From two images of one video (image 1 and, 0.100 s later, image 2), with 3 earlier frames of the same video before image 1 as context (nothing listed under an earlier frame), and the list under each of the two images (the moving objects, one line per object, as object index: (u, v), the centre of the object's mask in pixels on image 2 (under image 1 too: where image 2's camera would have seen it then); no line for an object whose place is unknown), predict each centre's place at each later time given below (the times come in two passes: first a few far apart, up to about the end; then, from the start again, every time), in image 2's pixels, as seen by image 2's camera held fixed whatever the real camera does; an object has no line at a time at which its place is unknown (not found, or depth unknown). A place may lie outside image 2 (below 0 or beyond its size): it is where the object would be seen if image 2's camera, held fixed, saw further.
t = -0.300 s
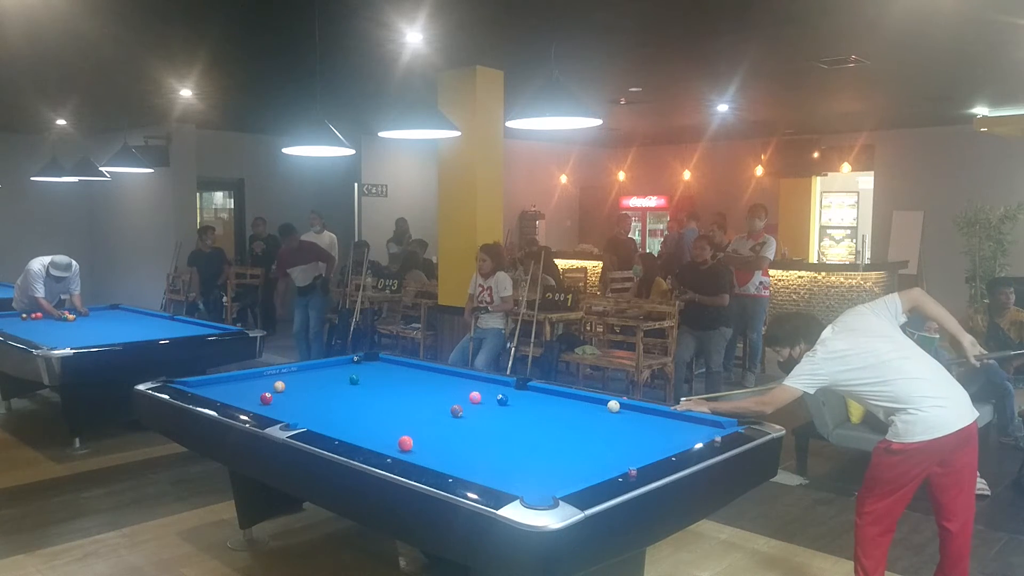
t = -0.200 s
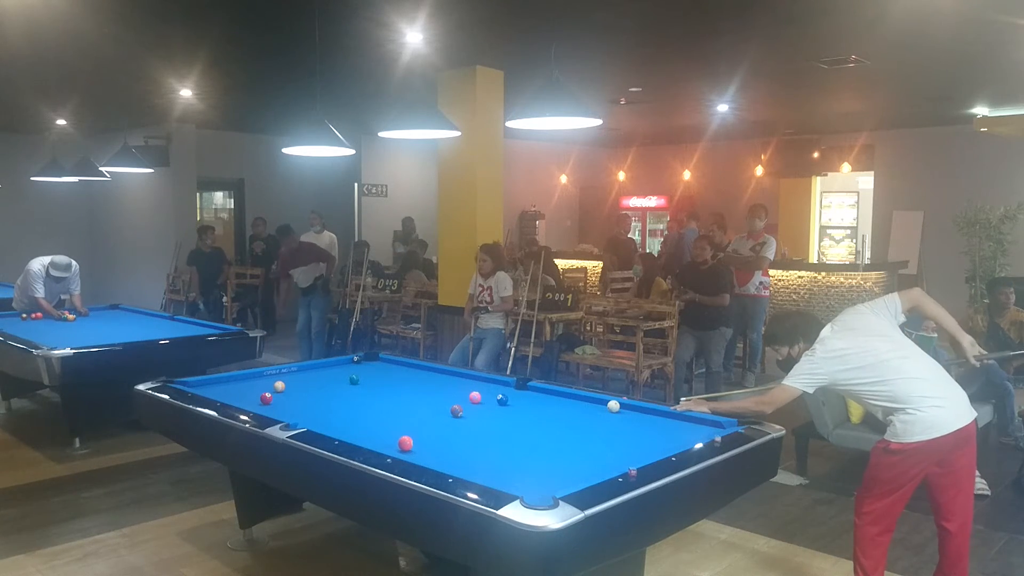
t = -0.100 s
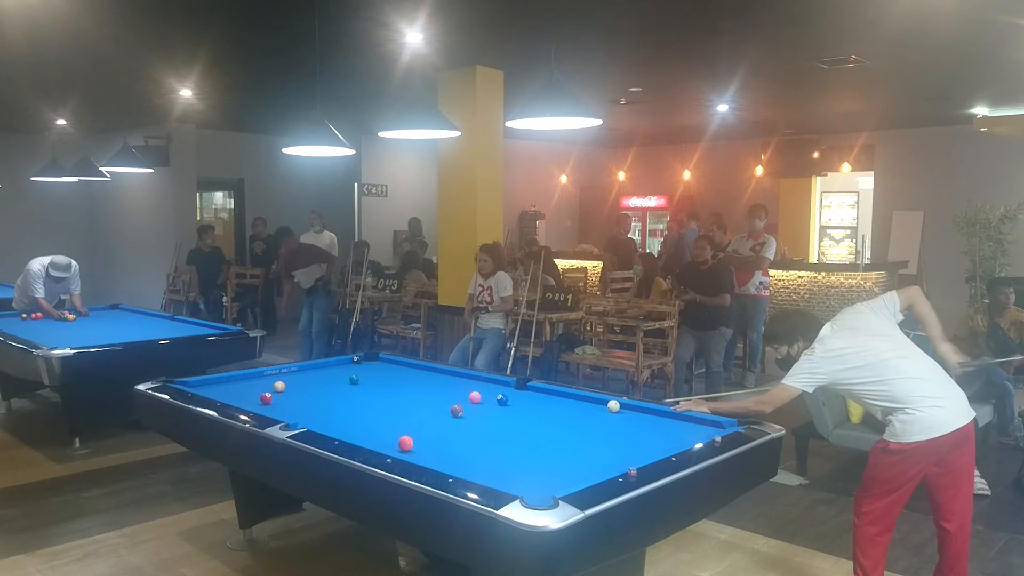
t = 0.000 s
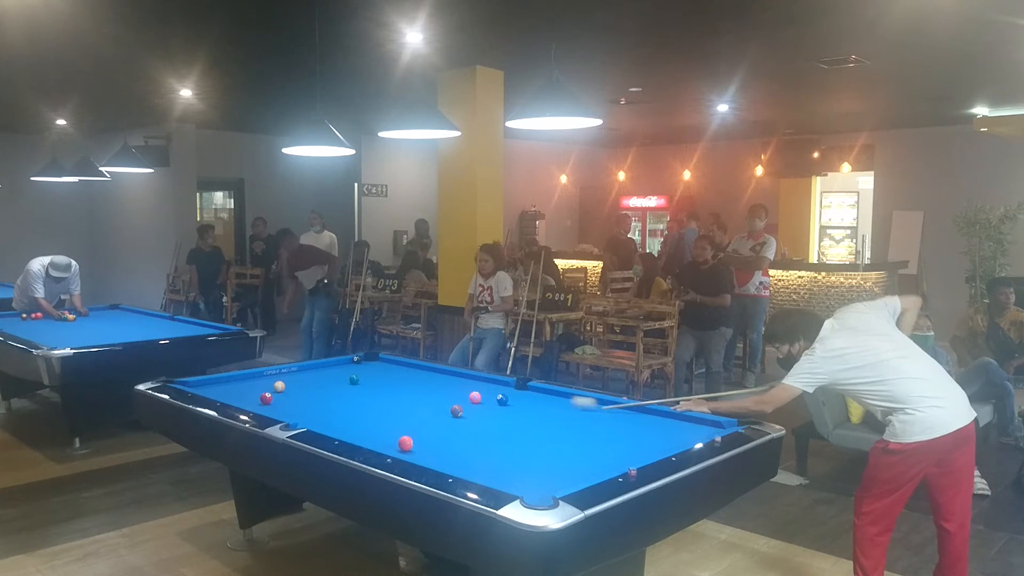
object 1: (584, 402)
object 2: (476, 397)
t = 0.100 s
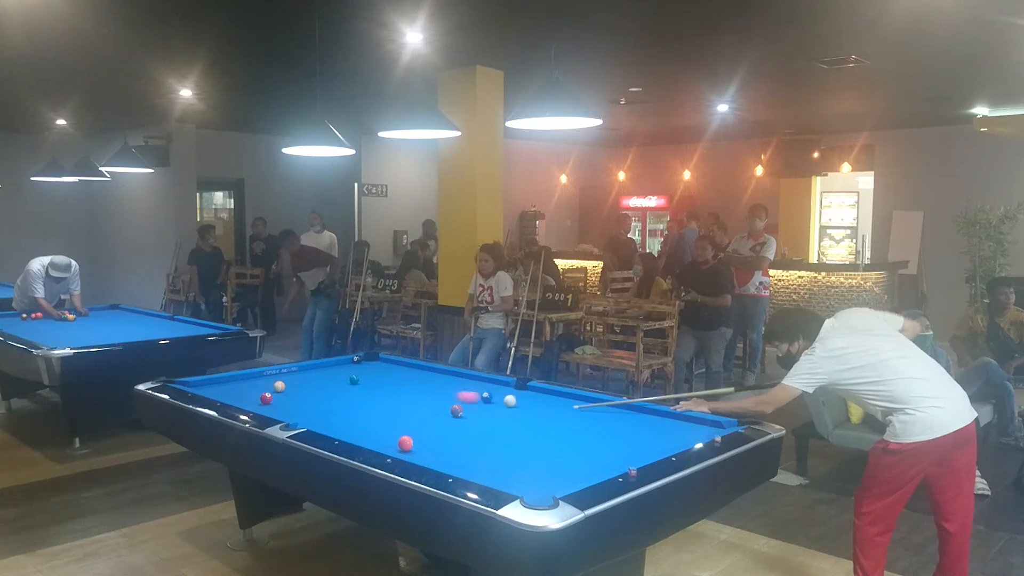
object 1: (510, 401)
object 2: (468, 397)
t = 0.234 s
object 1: (494, 405)
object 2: (366, 392)
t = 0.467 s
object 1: (469, 411)
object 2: (212, 389)
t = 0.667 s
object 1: (464, 417)
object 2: (227, 379)
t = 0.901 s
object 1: (458, 425)
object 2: (289, 376)
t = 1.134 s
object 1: (451, 432)
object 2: (345, 373)
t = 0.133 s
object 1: (506, 402)
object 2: (441, 396)
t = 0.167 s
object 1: (502, 403)
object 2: (415, 395)
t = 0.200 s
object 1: (498, 404)
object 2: (390, 394)
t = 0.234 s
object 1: (494, 405)
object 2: (366, 392)
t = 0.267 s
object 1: (490, 406)
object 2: (342, 391)
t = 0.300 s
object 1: (486, 407)
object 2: (319, 390)
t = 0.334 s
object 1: (482, 408)
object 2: (297, 390)
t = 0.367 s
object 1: (478, 408)
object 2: (273, 389)
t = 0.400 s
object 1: (474, 409)
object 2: (253, 389)
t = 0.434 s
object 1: (470, 410)
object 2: (232, 390)
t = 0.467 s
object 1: (469, 411)
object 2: (212, 389)
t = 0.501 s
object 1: (468, 412)
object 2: (199, 388)
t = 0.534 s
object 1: (467, 413)
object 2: (204, 386)
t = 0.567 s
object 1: (467, 414)
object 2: (210, 384)
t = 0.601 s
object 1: (466, 415)
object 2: (215, 382)
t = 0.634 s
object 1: (465, 416)
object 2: (219, 380)
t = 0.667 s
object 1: (464, 417)
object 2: (227, 379)
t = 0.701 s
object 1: (463, 418)
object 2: (237, 378)
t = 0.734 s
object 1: (462, 419)
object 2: (247, 378)
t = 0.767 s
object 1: (461, 420)
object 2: (256, 377)
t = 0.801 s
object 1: (460, 421)
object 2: (265, 377)
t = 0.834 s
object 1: (459, 423)
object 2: (273, 377)
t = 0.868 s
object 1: (459, 424)
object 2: (281, 377)
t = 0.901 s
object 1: (458, 425)
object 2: (289, 376)
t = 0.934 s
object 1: (457, 426)
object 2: (298, 376)
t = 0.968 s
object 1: (456, 427)
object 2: (306, 375)
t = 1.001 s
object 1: (455, 428)
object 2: (314, 375)
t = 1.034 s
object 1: (454, 429)
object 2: (322, 375)
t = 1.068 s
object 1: (453, 430)
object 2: (330, 374)
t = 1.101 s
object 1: (452, 431)
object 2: (338, 374)
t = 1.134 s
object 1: (451, 432)
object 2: (345, 373)
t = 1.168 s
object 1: (450, 433)
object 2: (353, 372)
